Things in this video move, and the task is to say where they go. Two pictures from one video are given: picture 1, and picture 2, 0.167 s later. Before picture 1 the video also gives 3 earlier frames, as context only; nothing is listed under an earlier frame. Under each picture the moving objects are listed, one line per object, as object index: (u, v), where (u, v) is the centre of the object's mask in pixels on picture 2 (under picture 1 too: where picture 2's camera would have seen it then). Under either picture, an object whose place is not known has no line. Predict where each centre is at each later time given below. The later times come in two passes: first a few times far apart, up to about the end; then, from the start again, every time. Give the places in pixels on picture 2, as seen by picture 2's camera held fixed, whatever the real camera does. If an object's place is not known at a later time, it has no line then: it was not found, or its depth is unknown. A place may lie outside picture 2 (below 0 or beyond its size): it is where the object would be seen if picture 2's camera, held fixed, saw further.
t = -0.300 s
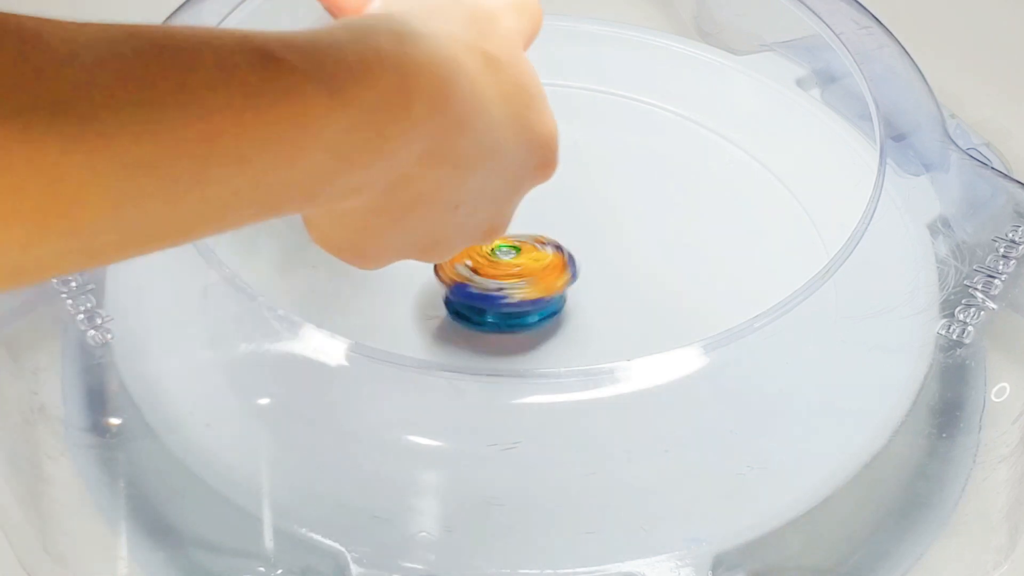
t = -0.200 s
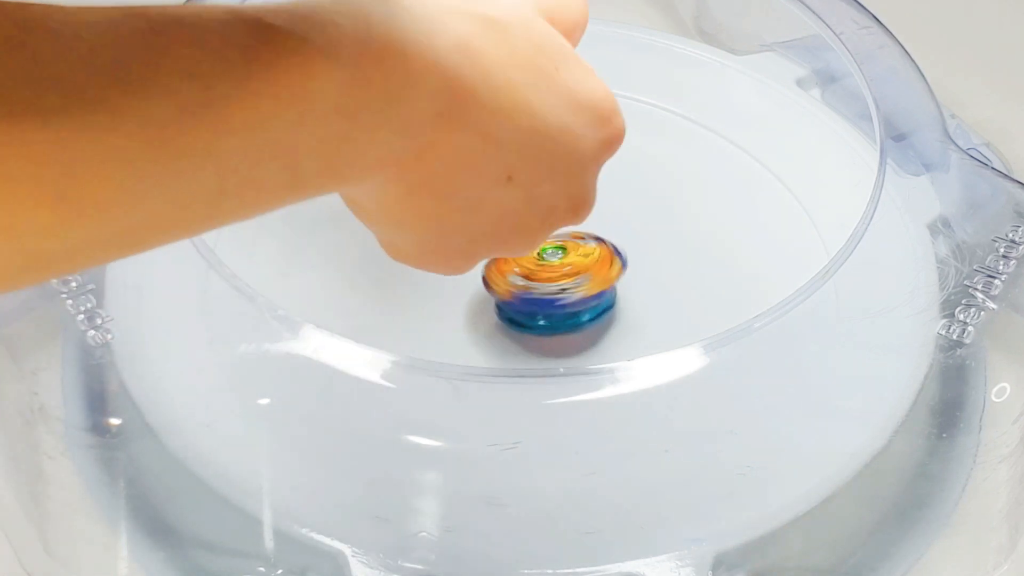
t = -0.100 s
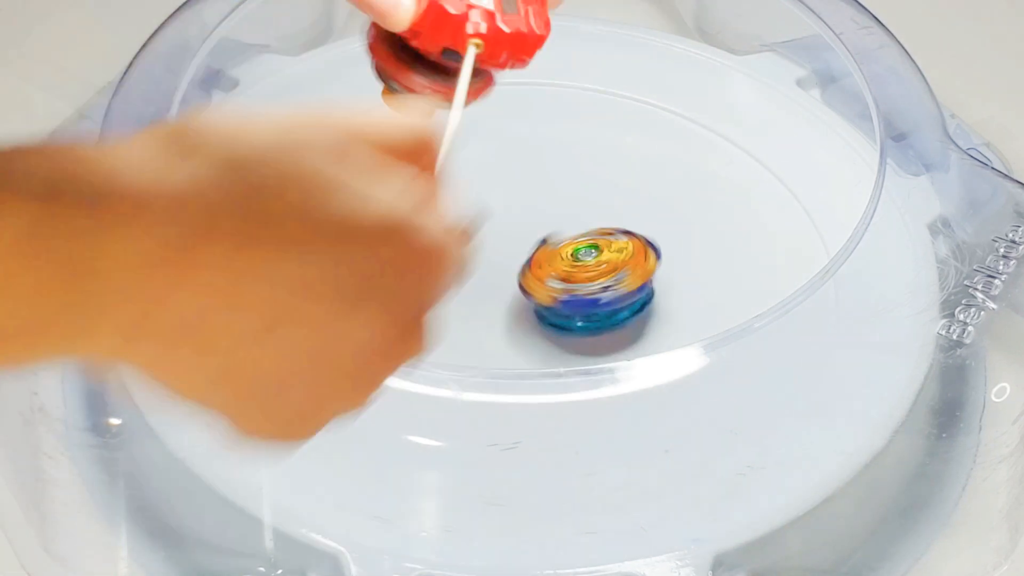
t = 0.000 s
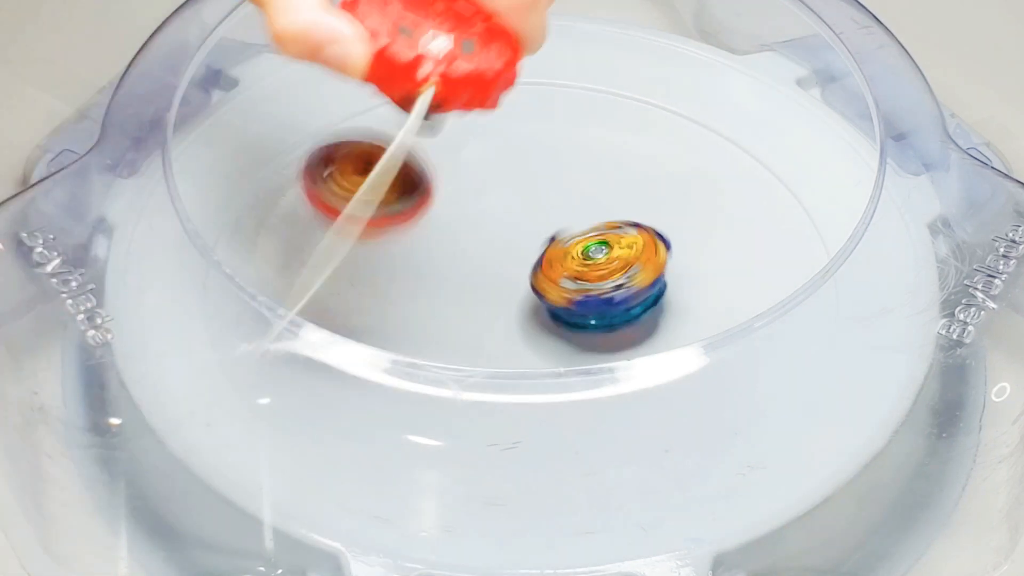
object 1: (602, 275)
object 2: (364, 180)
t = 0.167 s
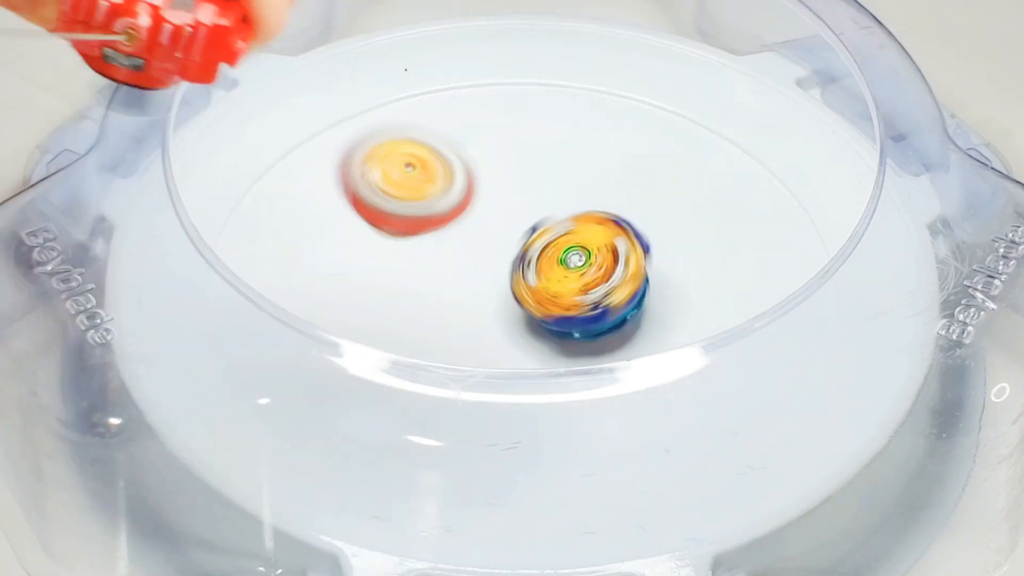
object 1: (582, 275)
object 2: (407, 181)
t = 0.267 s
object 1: (571, 272)
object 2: (474, 303)
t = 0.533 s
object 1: (464, 243)
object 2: (713, 285)
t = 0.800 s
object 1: (450, 251)
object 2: (702, 275)
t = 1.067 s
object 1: (385, 292)
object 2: (644, 223)
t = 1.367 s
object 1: (479, 316)
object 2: (593, 243)
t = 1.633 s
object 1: (451, 382)
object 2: (747, 104)
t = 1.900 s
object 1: (452, 331)
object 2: (603, 194)
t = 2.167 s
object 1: (286, 384)
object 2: (661, 168)
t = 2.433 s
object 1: (530, 231)
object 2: (661, 206)
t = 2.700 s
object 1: (563, 217)
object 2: (688, 292)
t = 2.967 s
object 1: (615, 294)
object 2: (418, 442)
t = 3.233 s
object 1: (574, 326)
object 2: (334, 367)
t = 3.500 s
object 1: (539, 317)
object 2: (561, 166)
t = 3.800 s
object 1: (511, 311)
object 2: (660, 210)
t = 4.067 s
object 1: (463, 313)
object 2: (653, 391)
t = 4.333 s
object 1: (471, 288)
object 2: (520, 356)
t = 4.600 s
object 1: (555, 180)
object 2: (410, 316)
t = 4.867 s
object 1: (741, 87)
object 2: (321, 396)
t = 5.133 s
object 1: (793, 226)
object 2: (389, 311)
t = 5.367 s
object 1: (828, 284)
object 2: (47, 331)
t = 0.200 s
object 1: (576, 274)
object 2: (429, 199)
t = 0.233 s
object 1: (570, 276)
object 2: (450, 239)
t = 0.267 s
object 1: (571, 272)
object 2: (474, 303)
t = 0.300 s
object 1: (559, 269)
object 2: (498, 334)
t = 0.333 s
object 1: (562, 249)
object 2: (528, 301)
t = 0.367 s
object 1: (491, 251)
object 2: (553, 278)
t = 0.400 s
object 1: (506, 274)
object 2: (581, 278)
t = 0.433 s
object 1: (512, 269)
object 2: (612, 301)
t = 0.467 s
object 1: (499, 262)
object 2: (650, 312)
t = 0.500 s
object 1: (481, 250)
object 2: (684, 291)
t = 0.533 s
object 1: (464, 243)
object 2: (713, 285)
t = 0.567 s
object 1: (452, 236)
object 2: (747, 307)
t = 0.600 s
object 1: (442, 231)
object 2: (765, 312)
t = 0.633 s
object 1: (435, 229)
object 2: (775, 303)
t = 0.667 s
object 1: (431, 229)
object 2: (776, 305)
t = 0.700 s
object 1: (430, 233)
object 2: (770, 300)
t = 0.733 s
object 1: (434, 239)
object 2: (743, 279)
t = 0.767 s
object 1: (442, 245)
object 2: (726, 275)
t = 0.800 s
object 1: (450, 251)
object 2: (702, 275)
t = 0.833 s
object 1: (458, 258)
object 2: (668, 266)
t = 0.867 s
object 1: (468, 265)
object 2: (630, 259)
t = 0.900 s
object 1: (473, 269)
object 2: (599, 252)
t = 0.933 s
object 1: (448, 274)
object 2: (612, 244)
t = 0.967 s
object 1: (424, 277)
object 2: (625, 235)
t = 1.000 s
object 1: (406, 282)
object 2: (633, 224)
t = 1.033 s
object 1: (392, 286)
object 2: (641, 226)
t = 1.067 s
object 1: (385, 292)
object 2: (644, 223)
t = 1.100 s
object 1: (383, 296)
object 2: (646, 223)
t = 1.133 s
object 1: (389, 299)
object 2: (641, 218)
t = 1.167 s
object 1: (398, 302)
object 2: (636, 223)
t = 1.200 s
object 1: (409, 304)
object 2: (628, 228)
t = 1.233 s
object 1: (423, 306)
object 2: (616, 232)
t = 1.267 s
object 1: (442, 307)
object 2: (603, 240)
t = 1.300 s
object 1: (462, 307)
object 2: (586, 240)
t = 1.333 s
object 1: (472, 312)
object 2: (586, 246)
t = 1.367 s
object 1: (479, 316)
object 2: (593, 243)
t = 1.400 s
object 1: (488, 320)
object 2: (597, 238)
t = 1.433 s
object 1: (502, 320)
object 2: (601, 236)
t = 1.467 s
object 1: (515, 322)
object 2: (601, 236)
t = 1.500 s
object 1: (514, 326)
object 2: (618, 227)
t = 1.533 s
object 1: (498, 338)
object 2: (657, 189)
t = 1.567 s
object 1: (477, 359)
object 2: (693, 163)
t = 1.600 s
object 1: (463, 374)
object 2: (723, 127)
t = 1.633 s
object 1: (451, 382)
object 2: (747, 104)
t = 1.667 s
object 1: (436, 397)
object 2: (764, 73)
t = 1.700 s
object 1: (433, 396)
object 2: (764, 75)
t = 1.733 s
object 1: (430, 395)
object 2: (748, 86)
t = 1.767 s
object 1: (430, 395)
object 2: (727, 101)
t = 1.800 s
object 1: (437, 362)
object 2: (704, 122)
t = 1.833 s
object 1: (438, 362)
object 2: (672, 139)
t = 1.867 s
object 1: (443, 353)
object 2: (640, 168)
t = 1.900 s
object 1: (452, 331)
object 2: (603, 194)
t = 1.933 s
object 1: (458, 329)
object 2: (564, 219)
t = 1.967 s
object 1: (464, 325)
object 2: (526, 245)
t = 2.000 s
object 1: (415, 327)
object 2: (548, 222)
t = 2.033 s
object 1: (368, 379)
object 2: (575, 206)
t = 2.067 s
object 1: (317, 404)
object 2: (599, 199)
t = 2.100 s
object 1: (291, 385)
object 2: (622, 188)
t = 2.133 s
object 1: (273, 389)
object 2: (644, 177)
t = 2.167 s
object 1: (286, 384)
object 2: (661, 168)
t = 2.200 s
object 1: (309, 366)
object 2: (675, 163)
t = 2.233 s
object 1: (346, 337)
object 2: (686, 161)
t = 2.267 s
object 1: (372, 323)
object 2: (690, 161)
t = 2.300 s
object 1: (405, 303)
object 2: (690, 166)
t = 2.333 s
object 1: (438, 293)
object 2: (687, 172)
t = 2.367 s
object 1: (472, 271)
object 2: (679, 181)
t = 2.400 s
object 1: (505, 251)
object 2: (665, 196)
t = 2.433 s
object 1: (530, 231)
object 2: (661, 206)
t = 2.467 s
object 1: (532, 218)
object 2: (682, 215)
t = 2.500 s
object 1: (534, 207)
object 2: (700, 222)
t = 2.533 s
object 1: (537, 200)
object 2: (712, 233)
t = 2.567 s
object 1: (540, 196)
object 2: (719, 241)
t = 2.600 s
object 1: (545, 196)
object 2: (721, 257)
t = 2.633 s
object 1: (550, 198)
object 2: (715, 264)
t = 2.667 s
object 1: (555, 206)
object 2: (705, 285)
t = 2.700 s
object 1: (563, 217)
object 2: (688, 292)
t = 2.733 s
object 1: (570, 230)
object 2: (669, 306)
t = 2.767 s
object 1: (573, 241)
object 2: (643, 313)
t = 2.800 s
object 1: (583, 247)
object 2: (613, 327)
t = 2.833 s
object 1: (596, 255)
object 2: (579, 367)
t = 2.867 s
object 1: (604, 264)
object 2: (540, 402)
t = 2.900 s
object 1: (611, 273)
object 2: (500, 416)
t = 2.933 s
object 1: (614, 283)
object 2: (459, 420)
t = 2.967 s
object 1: (615, 294)
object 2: (418, 442)
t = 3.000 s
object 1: (612, 303)
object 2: (386, 438)
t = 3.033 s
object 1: (608, 310)
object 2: (357, 438)
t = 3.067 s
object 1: (603, 316)
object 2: (334, 430)
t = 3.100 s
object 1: (595, 320)
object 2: (321, 421)
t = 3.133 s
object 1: (590, 323)
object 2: (311, 414)
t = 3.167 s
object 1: (583, 326)
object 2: (308, 405)
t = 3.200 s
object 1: (578, 327)
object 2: (319, 381)
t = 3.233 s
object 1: (574, 326)
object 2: (334, 367)
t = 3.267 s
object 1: (569, 327)
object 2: (359, 333)
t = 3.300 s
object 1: (565, 327)
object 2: (387, 301)
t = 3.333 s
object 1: (561, 324)
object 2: (412, 287)
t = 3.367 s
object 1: (555, 323)
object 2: (446, 264)
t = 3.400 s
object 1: (550, 321)
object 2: (475, 240)
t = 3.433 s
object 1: (547, 319)
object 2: (505, 207)
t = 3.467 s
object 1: (543, 319)
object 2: (534, 188)
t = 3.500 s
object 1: (539, 317)
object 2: (561, 166)
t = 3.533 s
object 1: (534, 316)
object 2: (587, 150)
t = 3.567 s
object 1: (531, 316)
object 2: (609, 138)
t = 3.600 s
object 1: (528, 315)
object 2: (628, 130)
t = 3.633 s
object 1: (524, 314)
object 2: (645, 130)
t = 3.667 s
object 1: (521, 314)
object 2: (657, 135)
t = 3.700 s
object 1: (518, 312)
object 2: (666, 147)
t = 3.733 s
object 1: (515, 312)
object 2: (668, 164)
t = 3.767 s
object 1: (514, 313)
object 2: (666, 187)
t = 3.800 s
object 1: (511, 311)
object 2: (660, 210)
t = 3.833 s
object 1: (510, 313)
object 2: (654, 236)
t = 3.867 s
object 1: (511, 313)
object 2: (645, 265)
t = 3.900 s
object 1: (499, 313)
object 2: (649, 288)
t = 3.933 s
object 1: (486, 315)
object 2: (656, 308)
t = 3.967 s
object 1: (475, 314)
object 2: (657, 319)
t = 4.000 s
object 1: (468, 313)
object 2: (662, 346)
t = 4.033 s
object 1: (464, 313)
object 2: (663, 384)
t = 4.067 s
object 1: (463, 313)
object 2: (653, 391)
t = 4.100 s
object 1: (462, 312)
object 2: (641, 416)
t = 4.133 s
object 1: (462, 311)
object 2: (626, 422)
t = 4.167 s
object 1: (462, 308)
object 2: (609, 426)
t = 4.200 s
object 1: (463, 306)
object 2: (588, 428)
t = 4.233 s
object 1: (464, 304)
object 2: (566, 428)
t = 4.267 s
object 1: (467, 301)
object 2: (547, 406)
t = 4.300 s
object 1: (468, 296)
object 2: (535, 357)
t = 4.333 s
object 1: (471, 288)
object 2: (520, 356)
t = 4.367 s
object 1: (474, 275)
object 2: (503, 364)
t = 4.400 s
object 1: (479, 263)
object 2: (493, 359)
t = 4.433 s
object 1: (485, 249)
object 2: (487, 335)
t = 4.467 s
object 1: (493, 238)
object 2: (477, 329)
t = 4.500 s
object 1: (500, 228)
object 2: (469, 324)
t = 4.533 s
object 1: (508, 220)
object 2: (463, 316)
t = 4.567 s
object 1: (515, 213)
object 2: (458, 308)
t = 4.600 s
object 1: (555, 180)
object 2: (410, 316)
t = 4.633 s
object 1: (595, 142)
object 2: (355, 341)
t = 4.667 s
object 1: (633, 107)
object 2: (300, 373)
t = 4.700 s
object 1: (665, 82)
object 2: (260, 382)
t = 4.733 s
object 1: (688, 67)
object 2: (260, 374)
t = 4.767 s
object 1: (711, 61)
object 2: (260, 385)
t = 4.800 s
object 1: (728, 60)
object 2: (274, 388)
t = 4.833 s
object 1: (737, 72)
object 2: (293, 399)
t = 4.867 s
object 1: (741, 87)
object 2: (321, 396)
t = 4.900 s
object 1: (741, 106)
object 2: (363, 378)
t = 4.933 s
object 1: (739, 126)
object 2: (419, 336)
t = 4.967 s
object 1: (731, 155)
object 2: (452, 332)
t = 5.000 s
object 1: (719, 184)
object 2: (487, 328)
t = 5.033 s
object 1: (699, 215)
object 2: (528, 316)
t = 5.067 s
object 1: (684, 241)
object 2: (556, 301)
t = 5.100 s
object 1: (746, 239)
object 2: (471, 313)
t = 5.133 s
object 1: (793, 226)
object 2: (389, 311)
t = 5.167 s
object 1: (831, 229)
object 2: (318, 311)
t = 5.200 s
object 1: (845, 233)
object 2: (227, 316)
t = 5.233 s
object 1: (857, 245)
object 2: (169, 307)
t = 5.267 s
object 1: (855, 255)
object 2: (140, 293)
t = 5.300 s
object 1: (851, 262)
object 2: (121, 274)
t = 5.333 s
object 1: (842, 273)
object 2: (92, 279)
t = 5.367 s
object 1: (828, 284)
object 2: (47, 331)
